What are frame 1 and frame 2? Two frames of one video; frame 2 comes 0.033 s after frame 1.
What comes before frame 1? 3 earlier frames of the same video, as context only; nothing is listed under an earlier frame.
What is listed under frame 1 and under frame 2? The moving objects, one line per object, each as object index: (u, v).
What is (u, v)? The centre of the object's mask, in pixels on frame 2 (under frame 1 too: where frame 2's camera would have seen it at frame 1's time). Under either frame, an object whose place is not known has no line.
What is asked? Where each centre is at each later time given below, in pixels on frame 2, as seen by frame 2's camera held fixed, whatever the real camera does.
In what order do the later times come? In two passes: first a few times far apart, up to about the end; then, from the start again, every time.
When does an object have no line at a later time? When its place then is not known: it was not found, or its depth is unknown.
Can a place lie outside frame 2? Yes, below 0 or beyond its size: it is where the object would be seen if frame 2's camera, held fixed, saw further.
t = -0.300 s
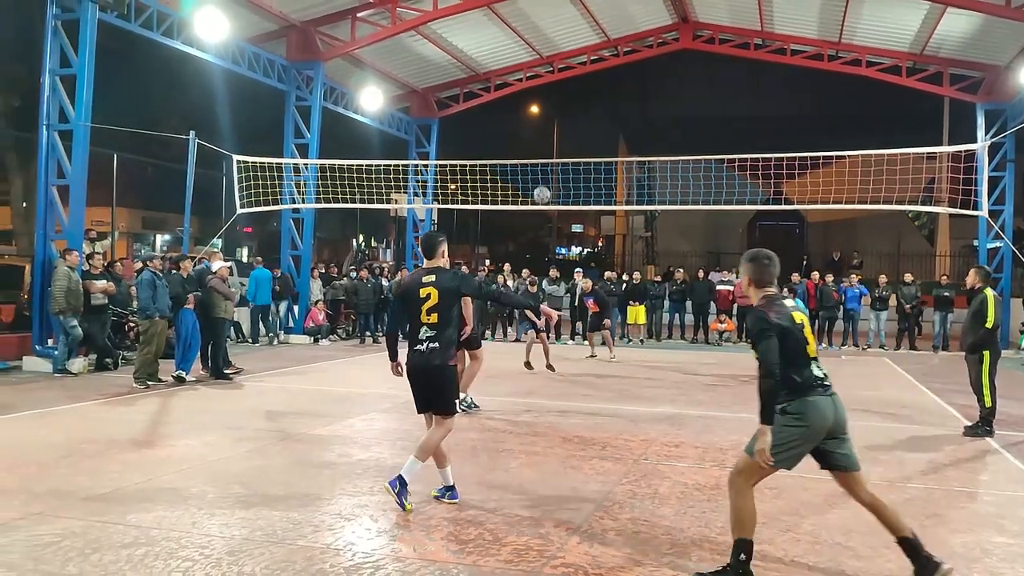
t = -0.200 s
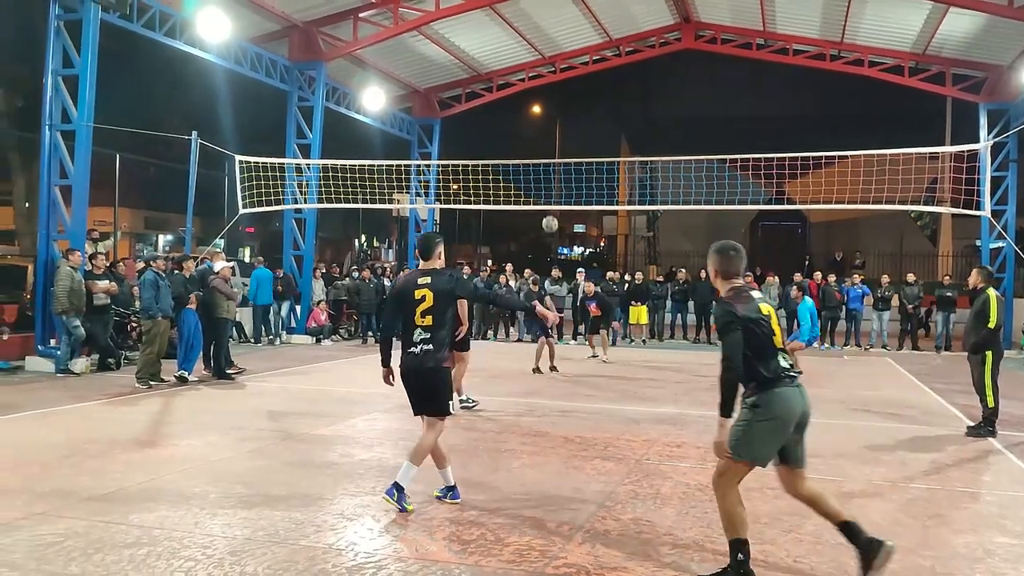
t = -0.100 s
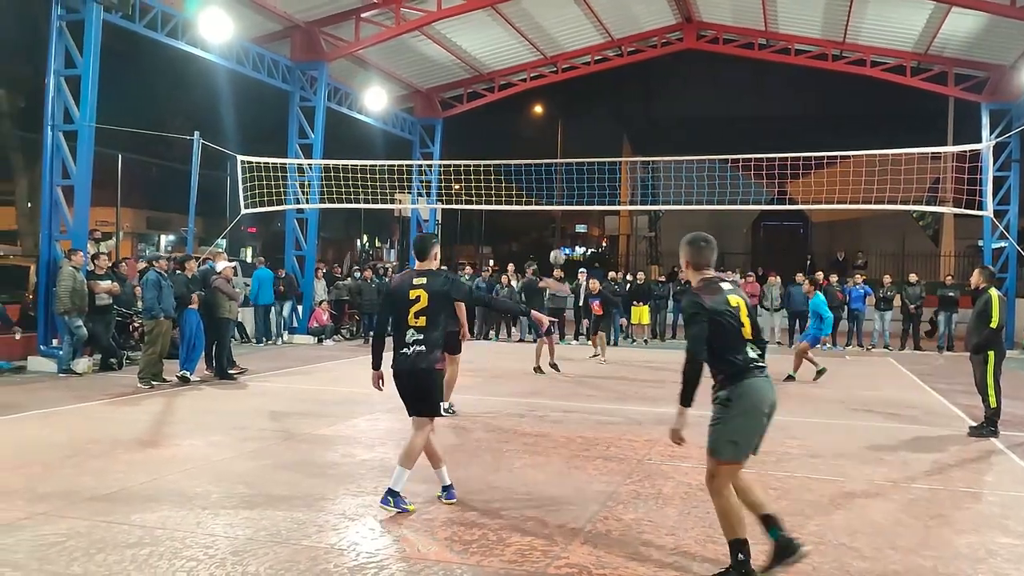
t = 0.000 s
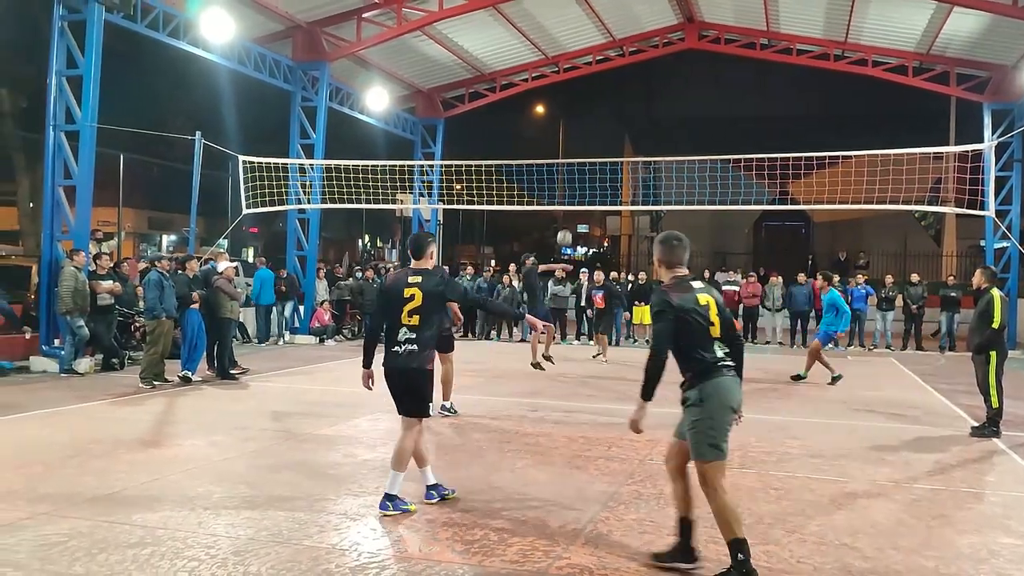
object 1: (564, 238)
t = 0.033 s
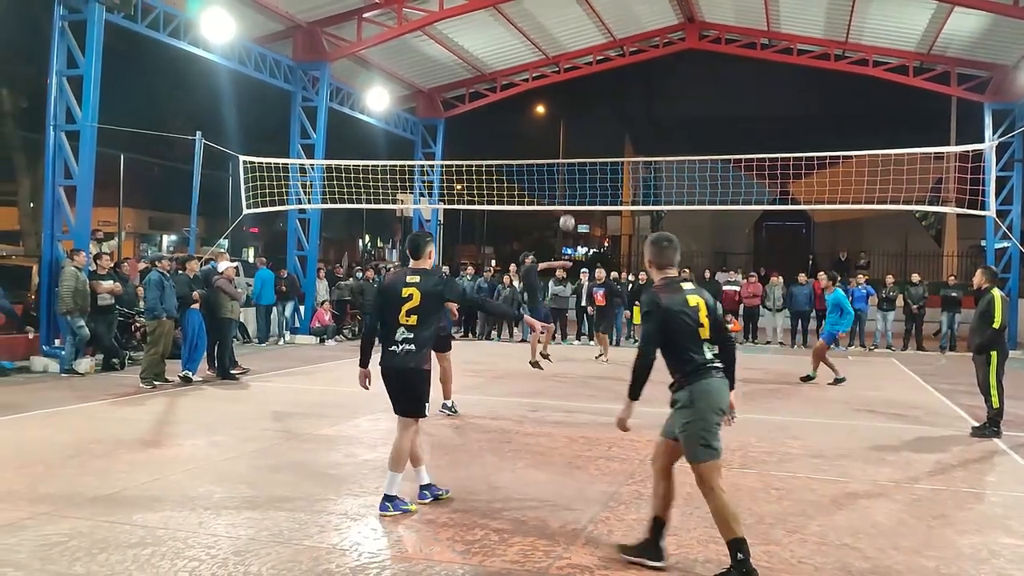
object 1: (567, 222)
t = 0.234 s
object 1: (579, 144)
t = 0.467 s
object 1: (591, 88)
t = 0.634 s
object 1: (600, 69)
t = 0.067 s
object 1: (568, 208)
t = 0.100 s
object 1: (571, 193)
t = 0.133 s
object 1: (573, 180)
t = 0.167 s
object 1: (574, 168)
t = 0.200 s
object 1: (577, 154)
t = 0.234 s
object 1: (579, 144)
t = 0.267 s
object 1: (581, 134)
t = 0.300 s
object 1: (583, 125)
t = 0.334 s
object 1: (584, 116)
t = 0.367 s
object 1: (586, 108)
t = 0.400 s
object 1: (588, 101)
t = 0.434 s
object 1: (590, 94)
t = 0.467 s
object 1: (591, 88)
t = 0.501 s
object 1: (593, 82)
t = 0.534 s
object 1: (595, 78)
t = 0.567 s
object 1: (596, 74)
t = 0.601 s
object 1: (598, 71)
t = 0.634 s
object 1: (600, 69)
